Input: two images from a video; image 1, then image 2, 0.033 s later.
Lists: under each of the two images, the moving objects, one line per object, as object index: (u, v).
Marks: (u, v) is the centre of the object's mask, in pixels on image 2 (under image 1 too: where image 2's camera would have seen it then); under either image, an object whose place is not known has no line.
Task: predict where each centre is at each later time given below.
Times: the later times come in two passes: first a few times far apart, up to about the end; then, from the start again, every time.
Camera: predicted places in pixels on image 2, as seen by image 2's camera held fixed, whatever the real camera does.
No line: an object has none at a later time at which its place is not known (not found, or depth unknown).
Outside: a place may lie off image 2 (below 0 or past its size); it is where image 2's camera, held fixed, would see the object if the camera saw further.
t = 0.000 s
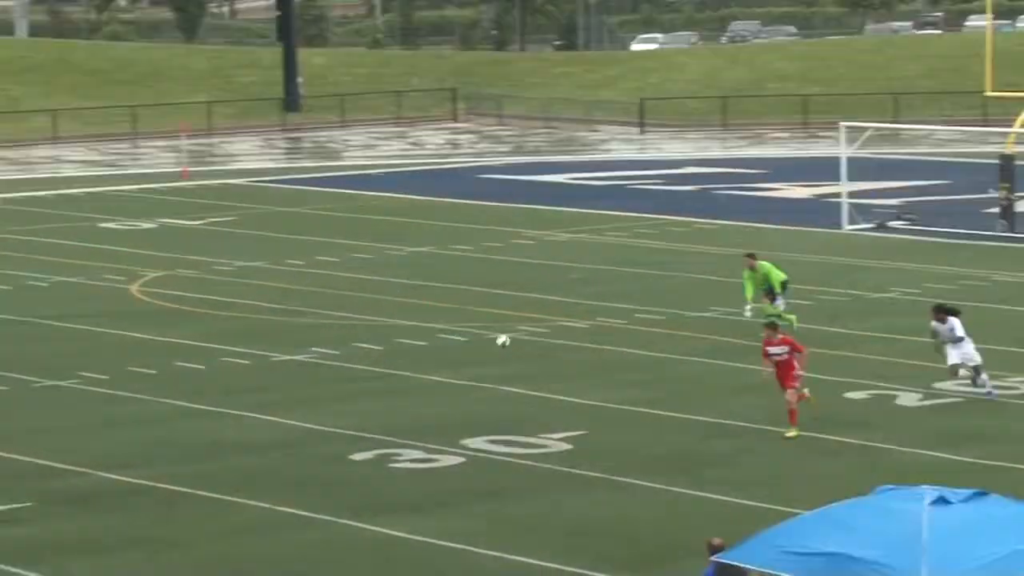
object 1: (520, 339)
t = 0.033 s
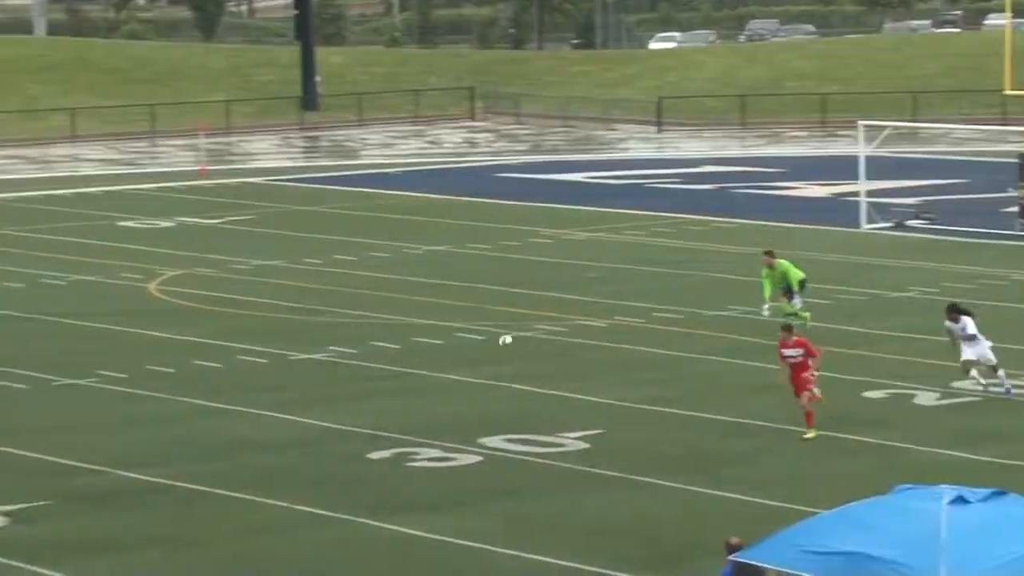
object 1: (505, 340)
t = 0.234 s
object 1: (411, 365)
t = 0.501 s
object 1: (290, 382)
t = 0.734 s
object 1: (189, 405)
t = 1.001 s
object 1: (87, 418)
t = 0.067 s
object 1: (490, 342)
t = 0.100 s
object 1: (474, 345)
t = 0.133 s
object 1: (459, 349)
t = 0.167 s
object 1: (443, 354)
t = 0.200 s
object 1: (427, 358)
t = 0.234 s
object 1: (411, 365)
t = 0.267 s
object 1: (395, 370)
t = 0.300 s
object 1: (379, 377)
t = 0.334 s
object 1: (364, 384)
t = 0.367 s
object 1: (349, 382)
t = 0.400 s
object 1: (334, 381)
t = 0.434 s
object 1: (319, 380)
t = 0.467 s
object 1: (305, 381)
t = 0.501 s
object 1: (290, 382)
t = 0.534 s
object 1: (276, 384)
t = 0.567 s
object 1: (261, 387)
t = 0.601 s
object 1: (247, 390)
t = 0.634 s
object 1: (231, 395)
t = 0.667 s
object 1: (217, 400)
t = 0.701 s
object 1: (202, 406)
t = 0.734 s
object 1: (189, 405)
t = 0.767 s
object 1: (177, 404)
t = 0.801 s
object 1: (163, 404)
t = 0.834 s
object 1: (150, 405)
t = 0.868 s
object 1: (138, 407)
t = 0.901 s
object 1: (125, 410)
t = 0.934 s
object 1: (113, 412)
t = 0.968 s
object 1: (99, 418)
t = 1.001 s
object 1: (87, 418)
